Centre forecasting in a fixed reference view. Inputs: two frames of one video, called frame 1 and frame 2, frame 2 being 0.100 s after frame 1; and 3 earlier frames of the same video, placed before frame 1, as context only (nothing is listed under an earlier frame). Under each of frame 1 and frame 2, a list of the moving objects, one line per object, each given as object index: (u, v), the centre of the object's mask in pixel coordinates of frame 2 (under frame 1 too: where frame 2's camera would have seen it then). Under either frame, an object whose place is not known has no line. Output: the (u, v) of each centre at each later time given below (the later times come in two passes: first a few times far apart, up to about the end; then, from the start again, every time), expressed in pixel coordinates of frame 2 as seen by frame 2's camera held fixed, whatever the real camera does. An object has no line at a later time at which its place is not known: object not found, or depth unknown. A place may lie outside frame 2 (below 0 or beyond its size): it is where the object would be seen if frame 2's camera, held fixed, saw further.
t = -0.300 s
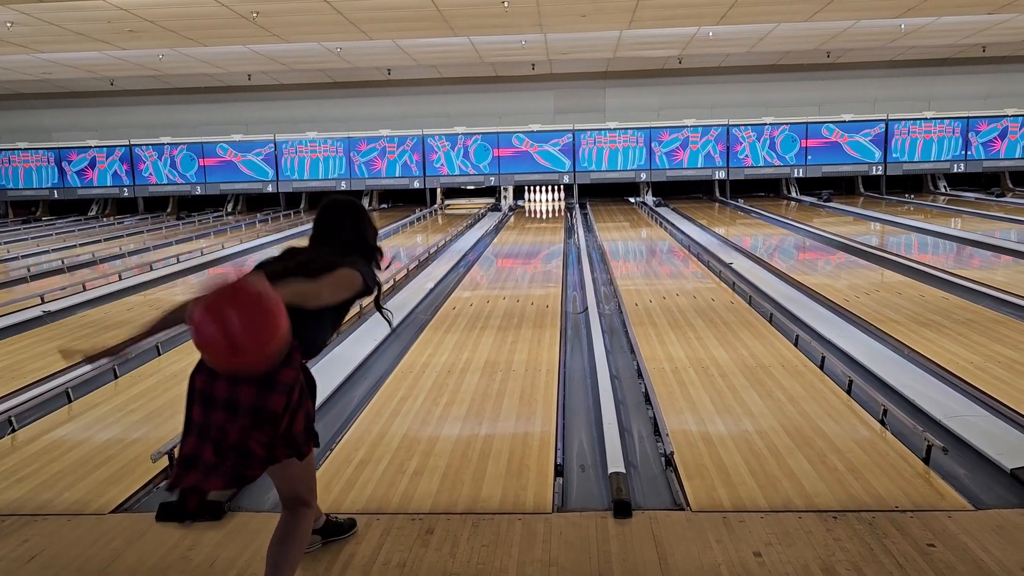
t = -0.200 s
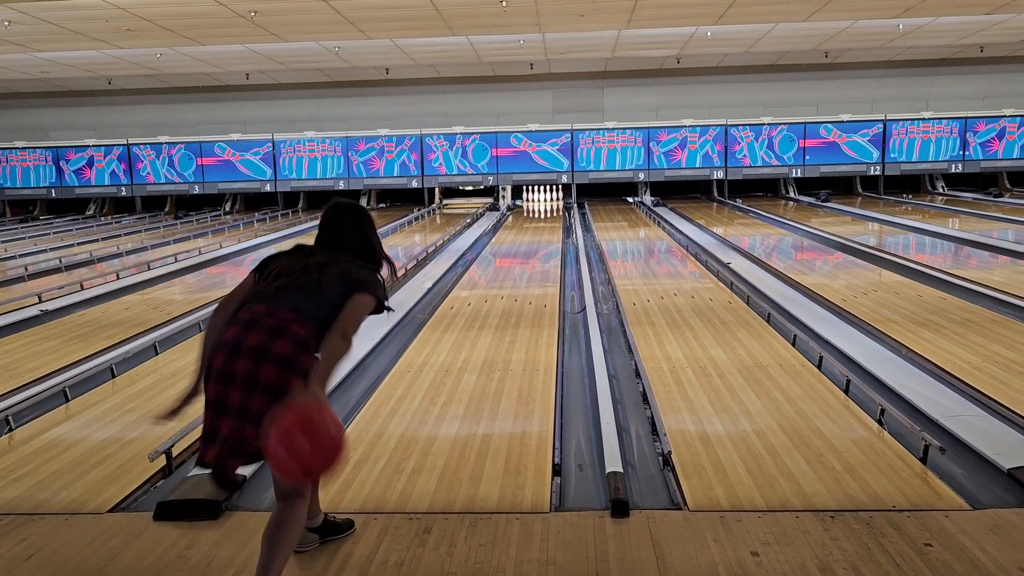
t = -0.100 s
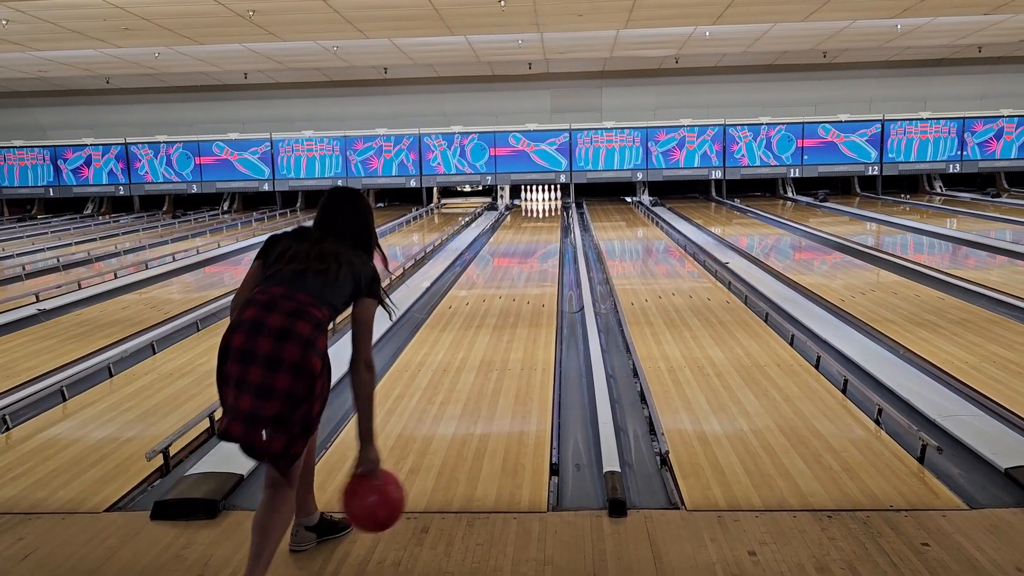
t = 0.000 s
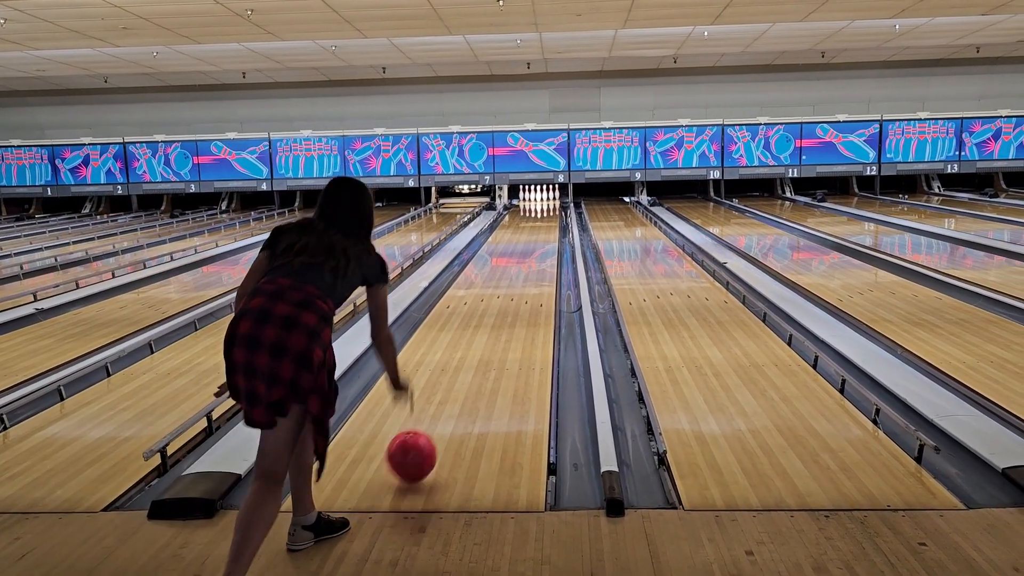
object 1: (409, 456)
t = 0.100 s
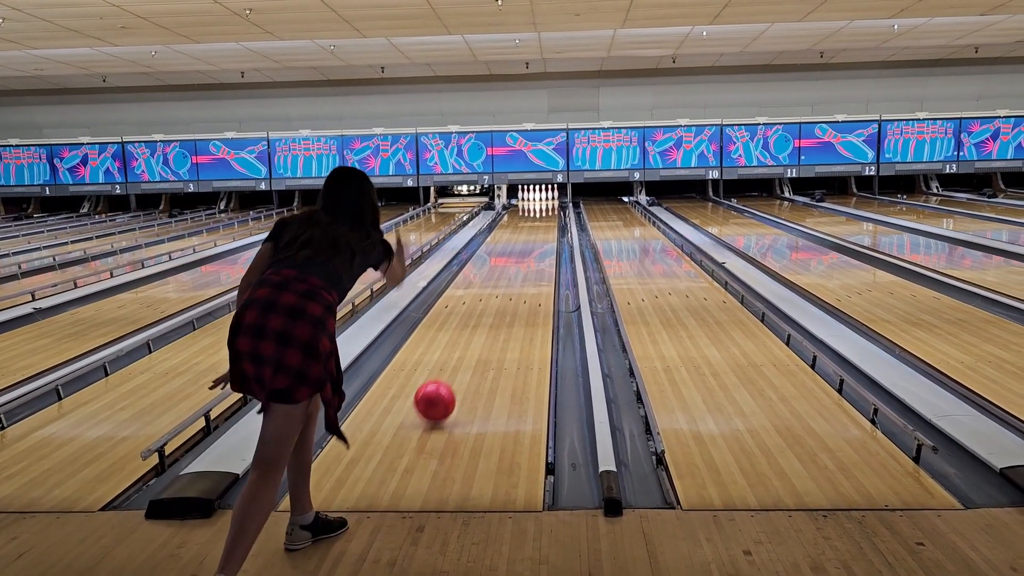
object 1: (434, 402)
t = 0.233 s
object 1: (457, 355)
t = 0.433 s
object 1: (478, 308)
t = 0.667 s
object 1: (493, 276)
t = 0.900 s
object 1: (503, 254)
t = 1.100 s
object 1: (509, 240)
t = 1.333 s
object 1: (515, 228)
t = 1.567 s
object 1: (519, 218)
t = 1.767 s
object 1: (521, 212)
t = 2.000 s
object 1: (525, 207)
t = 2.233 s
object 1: (527, 202)
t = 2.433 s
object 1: (528, 198)
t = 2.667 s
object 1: (520, 196)
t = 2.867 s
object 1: (514, 199)
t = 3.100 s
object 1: (513, 200)
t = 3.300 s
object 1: (514, 200)
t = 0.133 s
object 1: (441, 390)
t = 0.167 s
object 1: (447, 377)
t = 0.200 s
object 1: (452, 365)
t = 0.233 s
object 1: (457, 355)
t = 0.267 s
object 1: (461, 345)
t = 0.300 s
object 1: (465, 336)
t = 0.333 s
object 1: (469, 328)
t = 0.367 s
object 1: (472, 321)
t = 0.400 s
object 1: (475, 314)
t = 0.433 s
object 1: (478, 308)
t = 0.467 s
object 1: (480, 302)
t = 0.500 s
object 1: (483, 297)
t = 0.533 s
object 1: (485, 292)
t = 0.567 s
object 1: (487, 287)
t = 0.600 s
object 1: (489, 283)
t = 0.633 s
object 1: (491, 279)
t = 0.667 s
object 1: (493, 276)
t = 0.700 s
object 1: (495, 272)
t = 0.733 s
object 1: (496, 268)
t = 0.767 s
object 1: (498, 265)
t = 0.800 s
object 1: (499, 262)
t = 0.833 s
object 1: (501, 259)
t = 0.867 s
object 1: (502, 256)
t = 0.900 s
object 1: (503, 254)
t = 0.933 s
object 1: (504, 251)
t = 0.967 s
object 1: (505, 249)
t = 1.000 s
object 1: (506, 246)
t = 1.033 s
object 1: (507, 244)
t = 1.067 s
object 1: (509, 242)
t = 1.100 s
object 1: (509, 240)
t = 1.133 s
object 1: (510, 238)
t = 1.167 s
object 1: (511, 236)
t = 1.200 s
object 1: (512, 234)
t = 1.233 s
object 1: (513, 233)
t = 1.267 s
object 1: (514, 231)
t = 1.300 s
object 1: (514, 229)
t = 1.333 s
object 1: (515, 228)
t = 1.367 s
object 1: (516, 226)
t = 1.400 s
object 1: (516, 225)
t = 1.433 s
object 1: (517, 224)
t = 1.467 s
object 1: (517, 222)
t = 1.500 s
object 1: (517, 221)
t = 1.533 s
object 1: (518, 220)
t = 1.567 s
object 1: (519, 218)
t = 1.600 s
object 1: (519, 217)
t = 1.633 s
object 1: (520, 216)
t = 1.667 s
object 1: (520, 215)
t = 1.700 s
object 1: (521, 214)
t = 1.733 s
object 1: (521, 213)
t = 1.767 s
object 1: (521, 212)
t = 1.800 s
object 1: (522, 211)
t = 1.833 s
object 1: (522, 210)
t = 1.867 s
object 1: (523, 209)
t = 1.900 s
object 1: (523, 209)
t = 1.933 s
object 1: (523, 208)
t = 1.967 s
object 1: (524, 207)
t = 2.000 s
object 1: (525, 207)
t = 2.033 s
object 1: (525, 206)
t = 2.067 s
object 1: (525, 205)
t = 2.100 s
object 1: (525, 204)
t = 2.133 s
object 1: (526, 203)
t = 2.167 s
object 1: (527, 203)
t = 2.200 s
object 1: (527, 203)
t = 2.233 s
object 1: (527, 202)
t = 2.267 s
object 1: (527, 202)
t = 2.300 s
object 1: (527, 201)
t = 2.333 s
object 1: (528, 200)
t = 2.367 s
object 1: (528, 200)
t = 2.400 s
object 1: (528, 199)
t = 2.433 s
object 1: (528, 198)
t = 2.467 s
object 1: (529, 198)
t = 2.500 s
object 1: (528, 198)
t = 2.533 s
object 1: (526, 197)
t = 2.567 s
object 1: (525, 197)
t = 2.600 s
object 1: (523, 197)
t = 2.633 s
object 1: (522, 196)
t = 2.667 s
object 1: (520, 196)
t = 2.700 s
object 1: (519, 196)
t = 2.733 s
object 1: (517, 197)
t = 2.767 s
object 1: (516, 197)
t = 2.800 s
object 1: (514, 197)
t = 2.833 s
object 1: (514, 199)
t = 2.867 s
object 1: (514, 199)
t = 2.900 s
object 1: (514, 198)
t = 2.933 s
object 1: (514, 198)
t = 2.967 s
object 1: (514, 198)
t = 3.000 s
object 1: (514, 198)
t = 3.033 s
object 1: (514, 199)
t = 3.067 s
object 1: (514, 200)
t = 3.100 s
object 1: (513, 200)
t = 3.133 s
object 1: (513, 200)
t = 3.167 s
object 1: (513, 200)
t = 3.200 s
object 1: (513, 201)
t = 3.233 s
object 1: (513, 201)
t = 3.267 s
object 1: (513, 201)
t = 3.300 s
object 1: (514, 200)
